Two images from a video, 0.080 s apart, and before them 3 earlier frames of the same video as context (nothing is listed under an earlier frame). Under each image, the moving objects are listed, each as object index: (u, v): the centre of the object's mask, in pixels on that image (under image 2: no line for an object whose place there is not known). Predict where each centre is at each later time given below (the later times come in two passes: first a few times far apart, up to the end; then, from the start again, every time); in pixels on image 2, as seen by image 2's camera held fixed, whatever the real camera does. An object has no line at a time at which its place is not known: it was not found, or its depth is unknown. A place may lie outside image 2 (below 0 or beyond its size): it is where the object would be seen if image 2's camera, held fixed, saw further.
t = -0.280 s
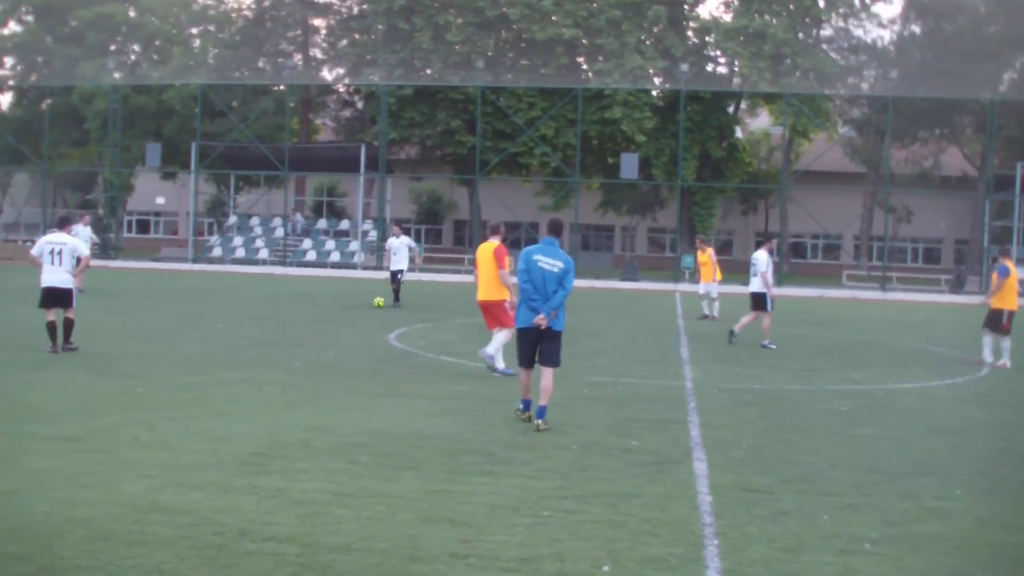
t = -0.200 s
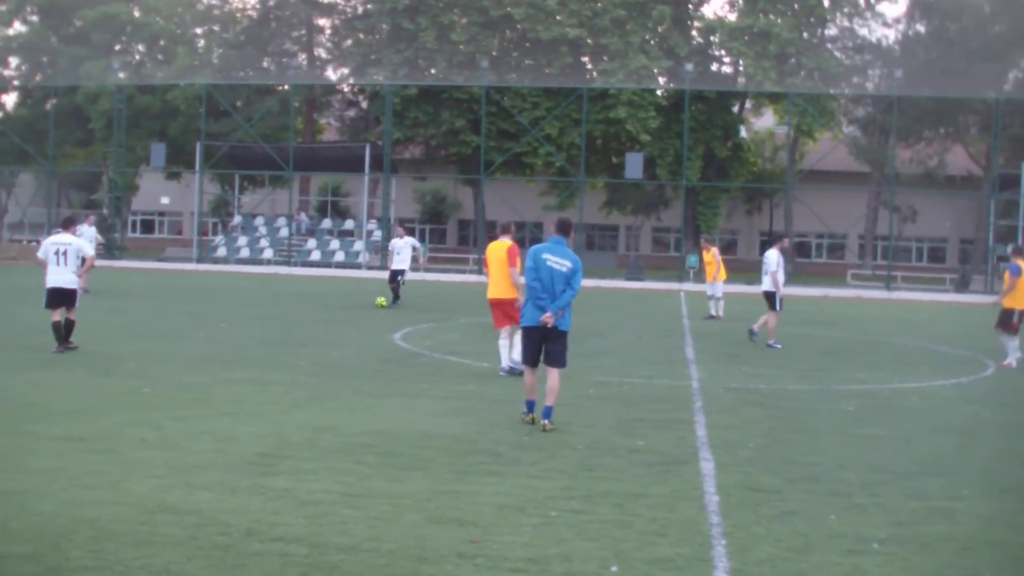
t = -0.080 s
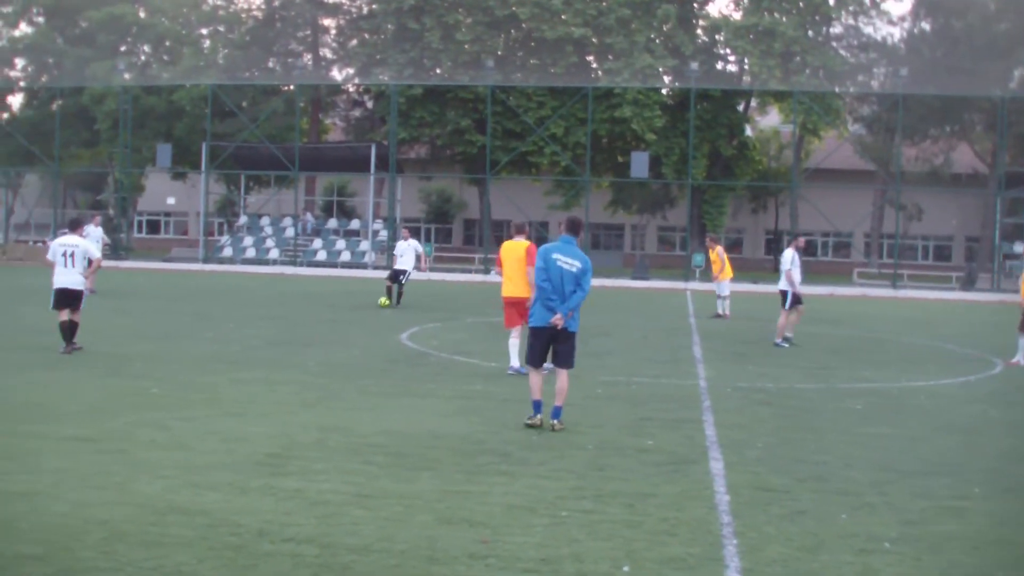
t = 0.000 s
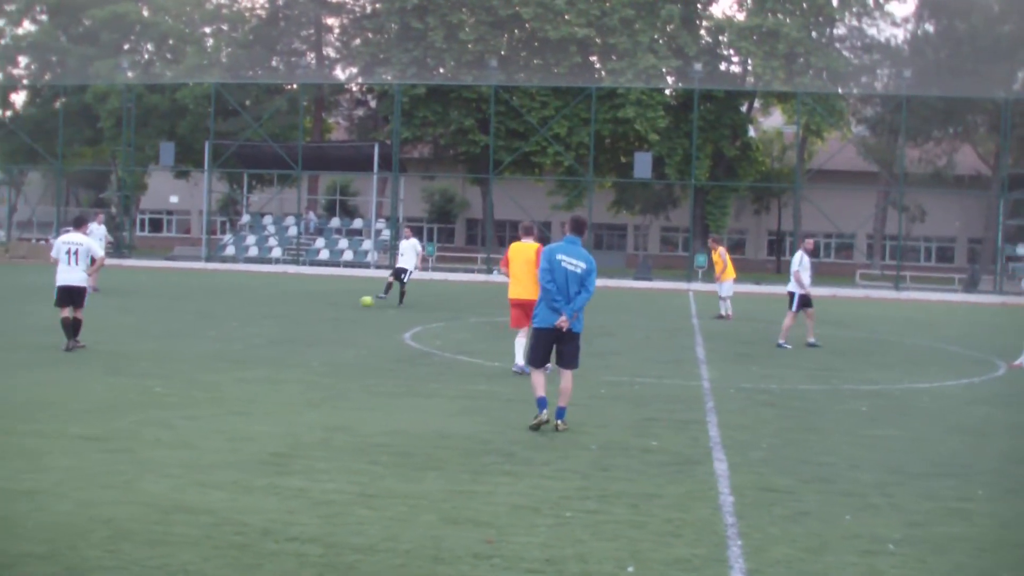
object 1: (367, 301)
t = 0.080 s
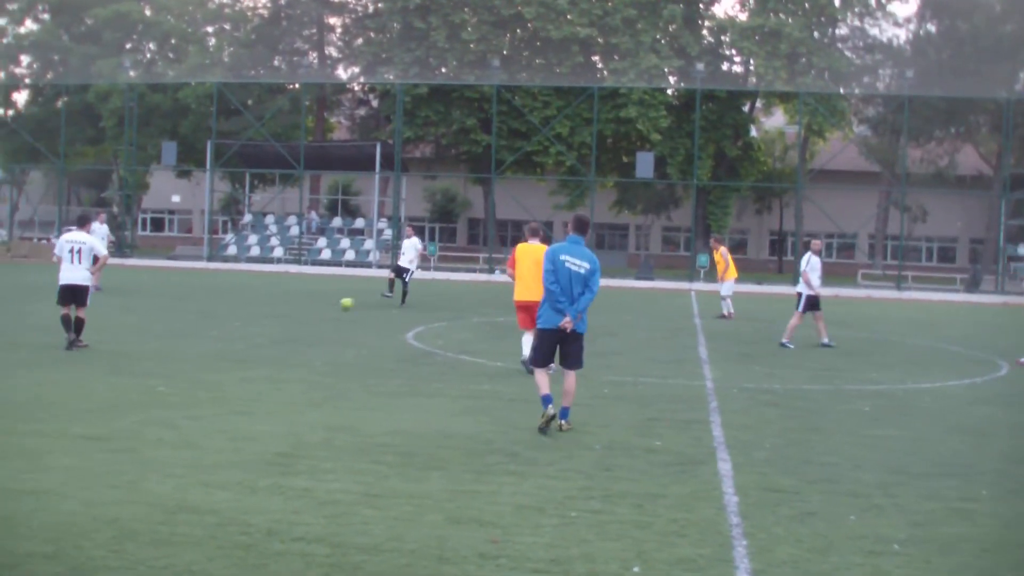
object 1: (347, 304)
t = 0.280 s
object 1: (293, 310)
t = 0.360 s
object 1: (272, 311)
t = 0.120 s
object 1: (335, 306)
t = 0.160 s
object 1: (325, 306)
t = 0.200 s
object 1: (314, 307)
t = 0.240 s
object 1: (304, 308)
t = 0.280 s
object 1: (293, 310)
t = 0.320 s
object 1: (283, 310)
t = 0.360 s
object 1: (272, 311)
